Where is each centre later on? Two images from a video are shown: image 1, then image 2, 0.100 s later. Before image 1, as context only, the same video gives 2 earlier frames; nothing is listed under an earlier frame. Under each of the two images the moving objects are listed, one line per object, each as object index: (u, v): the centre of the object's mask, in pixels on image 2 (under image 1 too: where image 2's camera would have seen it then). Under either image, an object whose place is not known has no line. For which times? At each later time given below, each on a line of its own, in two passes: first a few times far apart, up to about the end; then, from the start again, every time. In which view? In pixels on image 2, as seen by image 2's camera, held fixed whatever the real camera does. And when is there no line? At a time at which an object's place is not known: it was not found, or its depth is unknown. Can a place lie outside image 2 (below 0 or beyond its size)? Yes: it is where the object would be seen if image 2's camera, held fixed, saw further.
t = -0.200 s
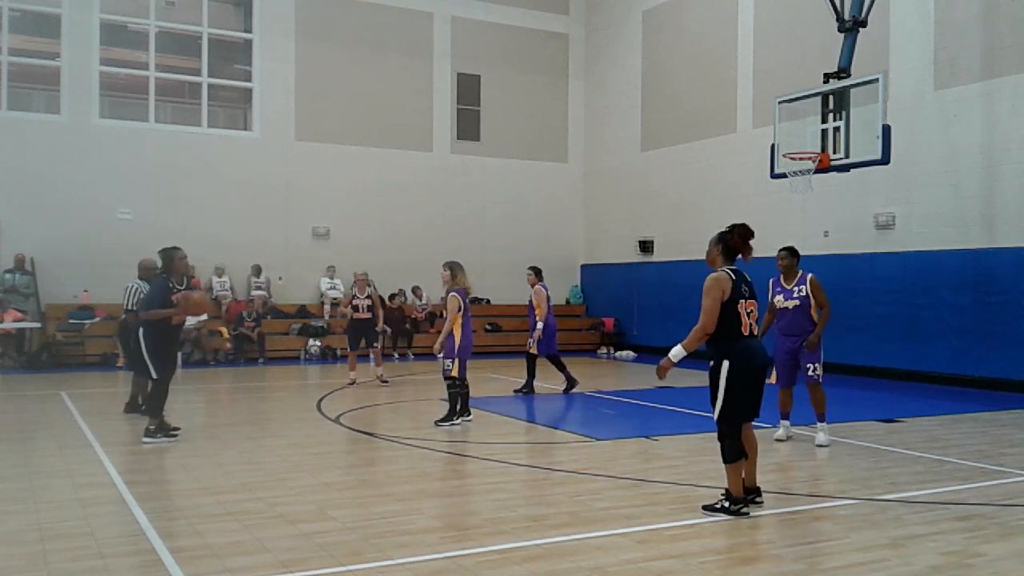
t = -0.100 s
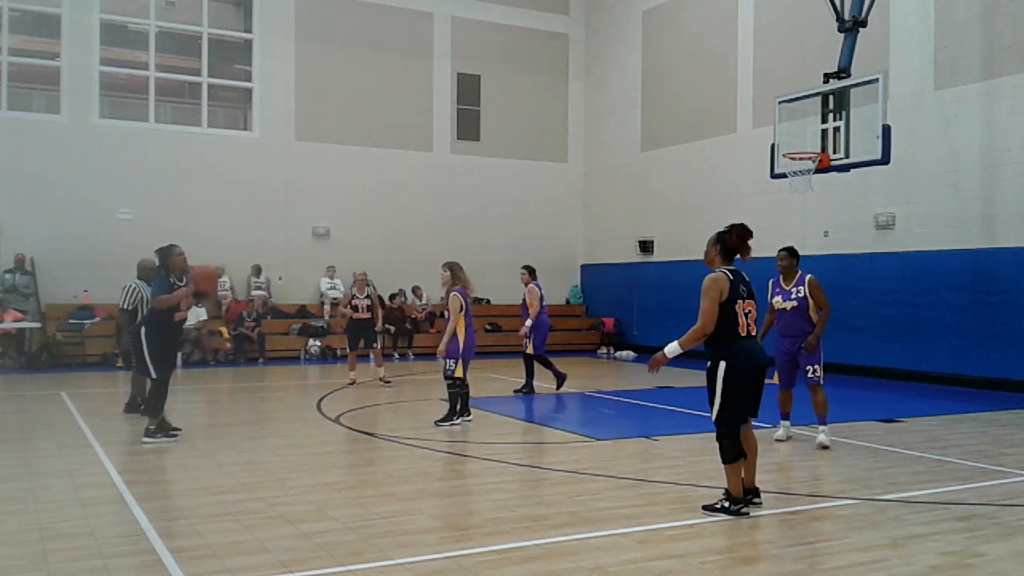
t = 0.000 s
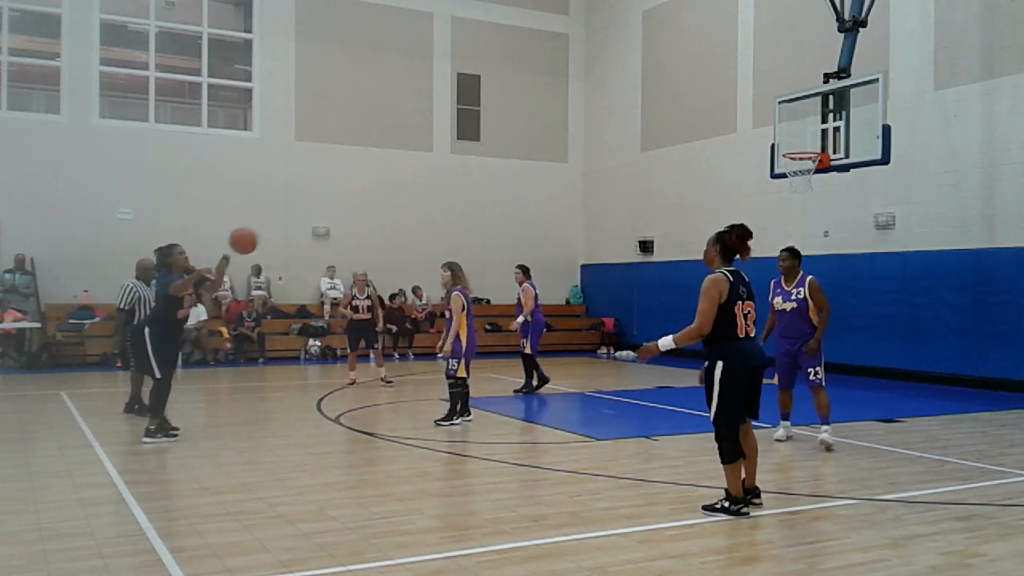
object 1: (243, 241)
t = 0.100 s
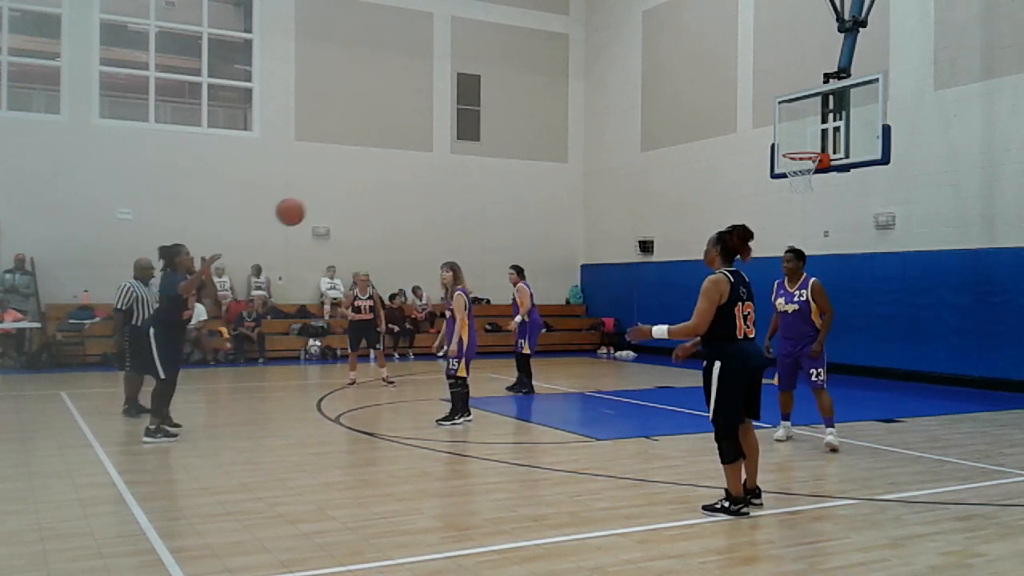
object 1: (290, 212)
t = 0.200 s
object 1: (340, 193)
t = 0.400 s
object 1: (452, 189)
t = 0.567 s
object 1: (559, 230)
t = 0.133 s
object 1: (306, 204)
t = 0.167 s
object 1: (323, 198)
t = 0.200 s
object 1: (340, 193)
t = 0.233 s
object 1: (358, 189)
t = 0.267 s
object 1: (376, 186)
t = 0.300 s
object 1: (394, 185)
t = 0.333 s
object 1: (413, 185)
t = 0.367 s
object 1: (432, 186)
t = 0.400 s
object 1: (452, 189)
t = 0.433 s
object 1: (472, 194)
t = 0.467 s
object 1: (493, 200)
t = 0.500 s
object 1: (514, 209)
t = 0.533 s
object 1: (537, 219)
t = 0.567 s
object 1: (559, 230)
